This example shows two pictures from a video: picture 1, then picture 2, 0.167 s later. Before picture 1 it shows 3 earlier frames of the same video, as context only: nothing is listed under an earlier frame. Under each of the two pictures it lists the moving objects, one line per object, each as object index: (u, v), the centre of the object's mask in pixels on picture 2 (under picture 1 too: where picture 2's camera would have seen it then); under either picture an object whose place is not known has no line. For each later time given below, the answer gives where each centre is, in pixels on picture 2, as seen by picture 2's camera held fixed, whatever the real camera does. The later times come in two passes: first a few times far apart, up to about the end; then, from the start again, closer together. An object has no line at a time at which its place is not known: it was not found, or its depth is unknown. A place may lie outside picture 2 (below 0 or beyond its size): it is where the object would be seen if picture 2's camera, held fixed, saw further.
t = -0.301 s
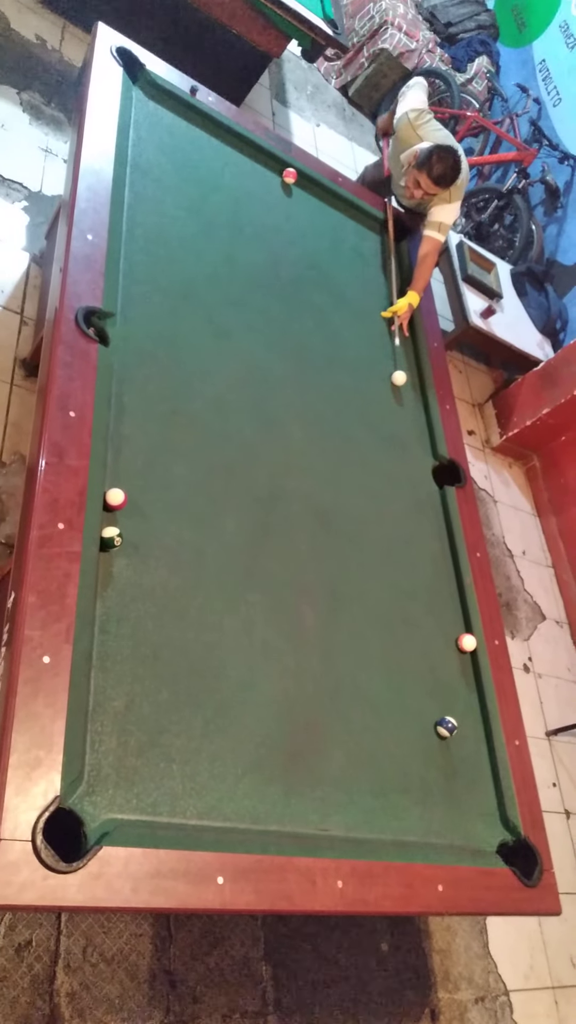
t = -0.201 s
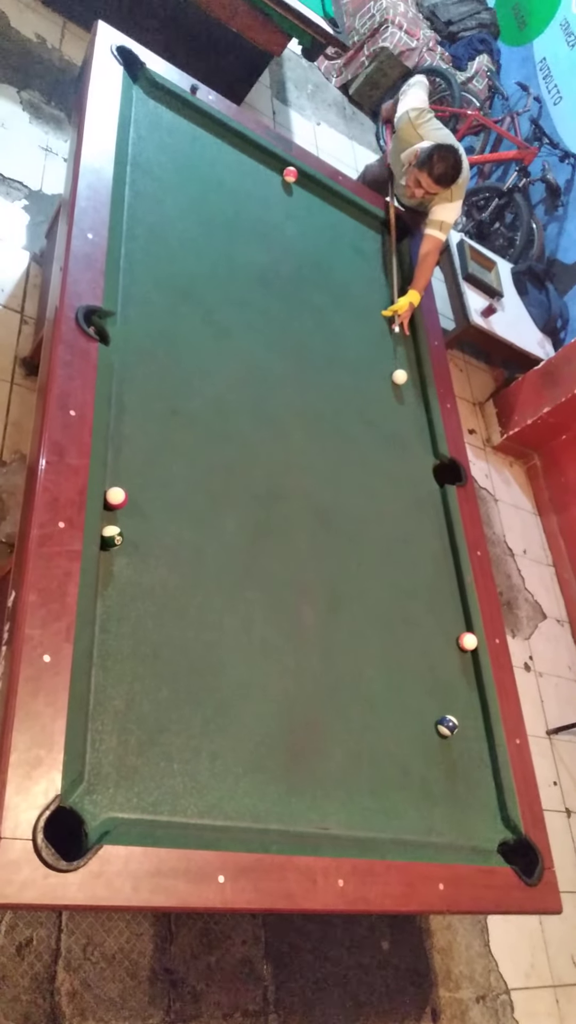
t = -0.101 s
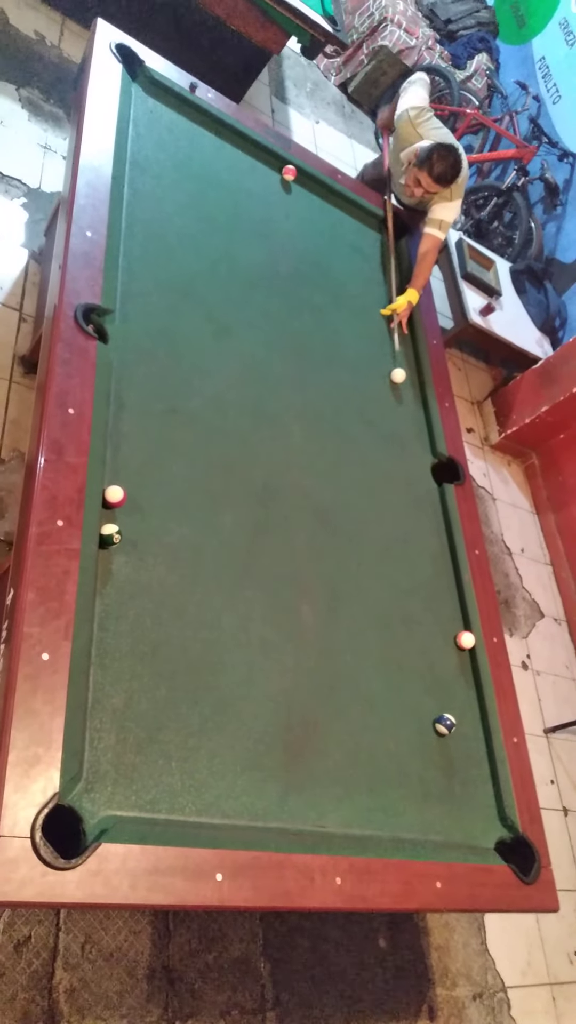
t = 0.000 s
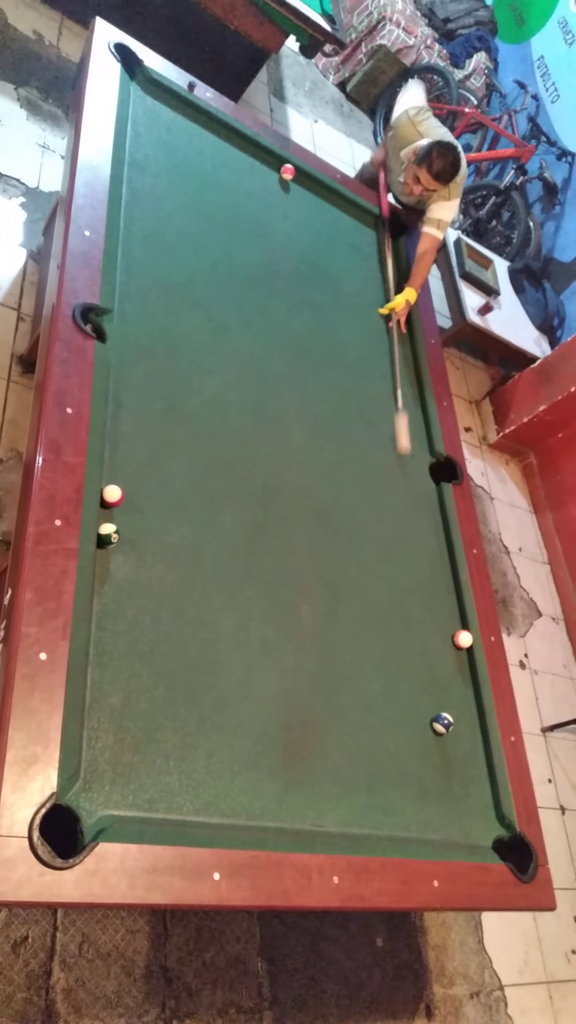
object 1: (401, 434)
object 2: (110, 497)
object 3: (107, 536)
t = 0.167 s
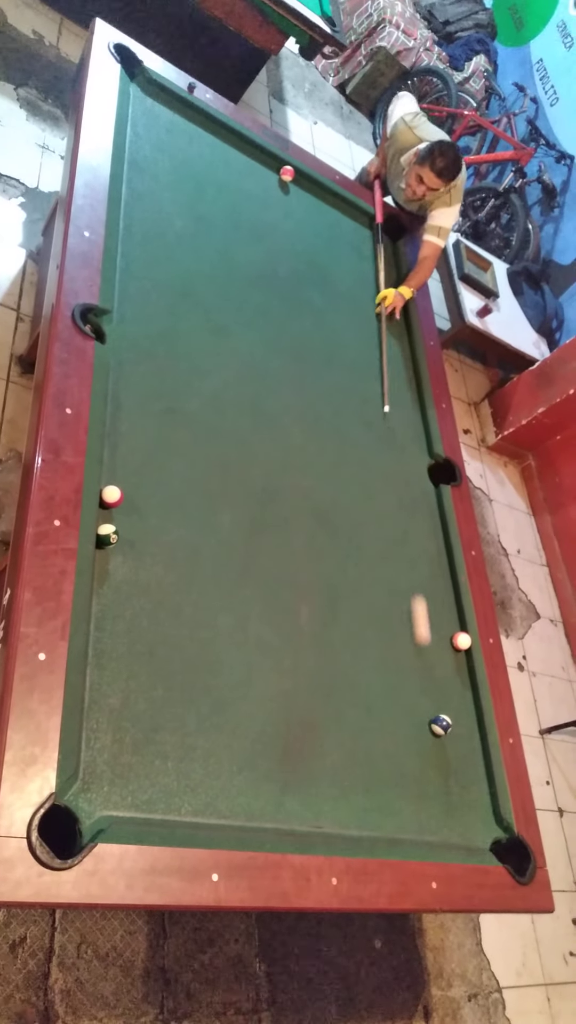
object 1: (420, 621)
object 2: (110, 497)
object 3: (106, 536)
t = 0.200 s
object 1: (425, 662)
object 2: (110, 497)
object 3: (107, 536)
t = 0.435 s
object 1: (354, 803)
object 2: (110, 497)
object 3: (107, 536)
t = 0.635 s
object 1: (292, 692)
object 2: (110, 497)
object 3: (107, 536)
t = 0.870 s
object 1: (225, 573)
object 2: (110, 497)
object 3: (106, 536)
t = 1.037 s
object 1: (180, 494)
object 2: (110, 497)
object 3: (106, 536)
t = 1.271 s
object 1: (120, 388)
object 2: (110, 497)
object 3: (107, 536)
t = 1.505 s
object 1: (142, 331)
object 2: (110, 497)
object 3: (107, 536)
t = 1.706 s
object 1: (164, 291)
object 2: (110, 497)
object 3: (107, 536)
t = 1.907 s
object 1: (184, 256)
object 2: (110, 497)
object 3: (107, 536)
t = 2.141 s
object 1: (204, 221)
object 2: (110, 497)
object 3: (107, 536)
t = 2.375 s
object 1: (221, 190)
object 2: (110, 497)
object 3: (106, 536)
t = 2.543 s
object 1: (232, 170)
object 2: (109, 494)
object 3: (109, 539)
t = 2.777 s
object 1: (246, 146)
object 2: (111, 485)
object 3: (112, 543)
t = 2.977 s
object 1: (262, 166)
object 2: (113, 481)
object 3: (115, 545)
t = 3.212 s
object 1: (281, 193)
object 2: (116, 476)
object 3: (117, 546)
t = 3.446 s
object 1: (299, 219)
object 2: (119, 473)
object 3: (122, 546)
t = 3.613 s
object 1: (311, 237)
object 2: (120, 472)
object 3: (122, 547)
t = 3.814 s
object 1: (326, 257)
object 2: (123, 471)
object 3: (122, 547)
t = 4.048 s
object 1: (342, 281)
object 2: (123, 470)
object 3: (122, 547)
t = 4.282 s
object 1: (357, 302)
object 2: (124, 469)
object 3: (122, 547)
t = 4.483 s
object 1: (370, 320)
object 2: (123, 470)
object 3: (122, 547)
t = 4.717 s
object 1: (384, 341)
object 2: (124, 470)
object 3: (123, 547)
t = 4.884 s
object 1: (392, 353)
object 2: (123, 470)
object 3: (122, 547)
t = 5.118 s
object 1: (405, 369)
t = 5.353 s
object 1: (414, 384)
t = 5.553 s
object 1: (411, 387)
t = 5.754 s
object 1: (407, 389)
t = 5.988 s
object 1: (405, 393)
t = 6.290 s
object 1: (401, 394)
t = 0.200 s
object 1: (425, 662)
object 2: (110, 497)
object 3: (107, 536)
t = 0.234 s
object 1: (428, 700)
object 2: (110, 497)
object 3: (107, 536)
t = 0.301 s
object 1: (404, 751)
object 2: (110, 497)
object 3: (106, 536)
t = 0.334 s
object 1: (391, 777)
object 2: (110, 497)
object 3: (106, 536)
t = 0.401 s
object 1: (365, 823)
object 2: (110, 497)
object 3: (106, 536)
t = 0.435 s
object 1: (354, 803)
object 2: (110, 497)
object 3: (107, 536)
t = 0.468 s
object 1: (343, 783)
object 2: (110, 497)
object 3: (107, 536)
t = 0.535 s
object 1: (322, 746)
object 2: (110, 497)
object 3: (107, 536)
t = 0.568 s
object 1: (311, 728)
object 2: (110, 497)
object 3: (106, 536)
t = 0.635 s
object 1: (292, 692)
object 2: (110, 497)
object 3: (107, 536)
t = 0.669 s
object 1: (282, 674)
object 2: (110, 497)
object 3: (106, 536)
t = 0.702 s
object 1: (272, 657)
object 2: (110, 497)
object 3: (106, 536)
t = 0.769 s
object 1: (253, 623)
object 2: (110, 497)
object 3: (106, 536)
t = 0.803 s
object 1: (244, 606)
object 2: (110, 497)
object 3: (107, 536)
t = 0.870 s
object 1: (225, 573)
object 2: (110, 497)
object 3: (106, 536)
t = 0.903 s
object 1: (216, 557)
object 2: (110, 497)
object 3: (106, 536)
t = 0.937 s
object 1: (207, 541)
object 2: (110, 497)
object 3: (106, 536)
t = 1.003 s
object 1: (189, 509)
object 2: (110, 497)
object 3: (107, 536)
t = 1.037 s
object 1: (180, 494)
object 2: (110, 497)
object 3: (106, 536)
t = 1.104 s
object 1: (162, 463)
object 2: (110, 497)
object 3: (107, 536)
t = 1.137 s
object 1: (153, 448)
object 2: (110, 497)
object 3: (107, 536)
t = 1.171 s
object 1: (145, 433)
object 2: (110, 497)
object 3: (107, 536)
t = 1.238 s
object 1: (128, 403)
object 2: (110, 497)
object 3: (107, 536)
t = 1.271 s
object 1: (120, 388)
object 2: (110, 497)
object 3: (107, 536)
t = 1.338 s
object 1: (122, 367)
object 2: (110, 497)
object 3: (107, 536)
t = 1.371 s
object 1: (126, 360)
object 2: (110, 497)
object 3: (107, 536)
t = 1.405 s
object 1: (130, 352)
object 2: (110, 497)
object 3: (107, 536)
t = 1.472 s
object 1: (138, 338)
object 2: (110, 497)
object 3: (107, 536)
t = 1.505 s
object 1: (142, 331)
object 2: (110, 497)
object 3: (107, 536)
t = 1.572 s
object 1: (150, 317)
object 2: (110, 497)
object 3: (107, 536)
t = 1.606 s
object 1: (153, 310)
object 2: (110, 497)
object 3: (107, 536)
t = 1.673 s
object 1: (161, 297)
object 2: (110, 497)
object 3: (107, 536)
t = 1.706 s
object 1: (164, 291)
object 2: (110, 497)
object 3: (107, 536)
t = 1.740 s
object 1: (168, 285)
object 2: (110, 497)
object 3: (107, 536)
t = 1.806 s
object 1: (174, 273)
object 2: (110, 497)
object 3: (107, 536)
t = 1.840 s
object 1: (177, 267)
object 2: (110, 497)
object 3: (107, 536)
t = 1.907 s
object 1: (184, 256)
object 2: (110, 497)
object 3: (107, 536)
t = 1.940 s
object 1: (187, 251)
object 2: (110, 497)
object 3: (107, 536)
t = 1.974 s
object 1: (190, 245)
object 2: (110, 497)
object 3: (107, 536)
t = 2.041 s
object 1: (195, 235)
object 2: (110, 497)
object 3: (107, 536)
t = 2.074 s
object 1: (198, 230)
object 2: (110, 497)
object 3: (107, 536)
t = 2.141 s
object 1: (204, 221)
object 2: (110, 497)
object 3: (107, 536)
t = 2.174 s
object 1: (206, 216)
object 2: (110, 497)
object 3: (107, 536)
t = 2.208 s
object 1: (209, 211)
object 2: (110, 497)
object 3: (107, 536)
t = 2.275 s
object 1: (213, 203)
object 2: (110, 497)
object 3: (107, 536)
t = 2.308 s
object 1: (216, 198)
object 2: (110, 497)
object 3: (107, 536)
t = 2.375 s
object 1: (221, 190)
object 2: (110, 497)
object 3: (106, 536)
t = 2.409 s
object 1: (223, 186)
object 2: (110, 497)
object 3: (107, 536)
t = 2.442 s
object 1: (225, 182)
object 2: (110, 497)
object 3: (107, 537)
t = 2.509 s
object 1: (229, 174)
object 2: (110, 496)
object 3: (108, 538)
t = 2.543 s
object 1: (232, 170)
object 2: (109, 494)
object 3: (109, 539)
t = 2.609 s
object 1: (236, 163)
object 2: (109, 491)
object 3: (110, 540)
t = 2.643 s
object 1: (238, 159)
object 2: (109, 489)
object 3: (110, 540)
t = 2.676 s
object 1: (240, 156)
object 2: (110, 488)
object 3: (111, 541)
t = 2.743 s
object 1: (244, 148)
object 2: (111, 486)
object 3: (112, 542)
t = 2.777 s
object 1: (246, 146)
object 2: (111, 485)
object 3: (112, 543)
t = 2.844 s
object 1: (251, 150)
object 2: (112, 484)
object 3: (113, 543)
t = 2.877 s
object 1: (254, 154)
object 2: (112, 483)
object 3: (114, 544)
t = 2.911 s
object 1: (256, 158)
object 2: (113, 482)
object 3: (114, 544)
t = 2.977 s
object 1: (262, 166)
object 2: (113, 481)
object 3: (115, 545)
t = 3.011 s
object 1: (265, 170)
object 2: (114, 480)
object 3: (116, 545)
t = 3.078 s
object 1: (270, 178)
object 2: (114, 478)
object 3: (116, 546)
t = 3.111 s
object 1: (273, 181)
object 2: (115, 478)
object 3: (116, 546)
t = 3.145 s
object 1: (276, 185)
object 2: (115, 478)
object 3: (117, 546)
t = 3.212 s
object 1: (281, 193)
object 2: (116, 476)
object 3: (117, 546)
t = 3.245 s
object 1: (284, 196)
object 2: (116, 476)
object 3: (121, 546)
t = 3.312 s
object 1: (289, 204)
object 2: (117, 475)
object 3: (118, 547)
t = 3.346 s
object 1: (291, 208)
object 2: (117, 475)
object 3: (118, 547)
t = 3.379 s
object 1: (294, 212)
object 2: (118, 474)
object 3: (118, 547)
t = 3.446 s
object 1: (299, 219)
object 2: (119, 473)
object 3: (122, 546)
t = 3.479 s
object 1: (301, 223)
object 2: (119, 473)
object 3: (122, 546)
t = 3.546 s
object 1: (306, 230)
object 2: (120, 472)
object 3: (122, 546)
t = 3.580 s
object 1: (309, 233)
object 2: (120, 472)
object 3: (122, 546)
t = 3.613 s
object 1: (311, 237)
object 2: (120, 472)
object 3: (122, 547)
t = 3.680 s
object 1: (316, 244)
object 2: (121, 471)
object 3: (122, 547)
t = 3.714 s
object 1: (319, 247)
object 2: (122, 471)
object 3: (122, 547)
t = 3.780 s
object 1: (323, 254)
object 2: (122, 471)
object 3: (122, 547)
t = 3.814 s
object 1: (326, 257)
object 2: (123, 471)
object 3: (122, 547)
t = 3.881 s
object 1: (331, 264)
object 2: (123, 471)
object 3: (122, 547)
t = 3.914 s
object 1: (333, 268)
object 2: (123, 471)
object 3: (122, 547)
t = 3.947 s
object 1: (335, 270)
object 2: (123, 470)
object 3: (122, 547)
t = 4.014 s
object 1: (340, 278)
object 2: (124, 470)
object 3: (122, 547)
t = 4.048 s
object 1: (342, 281)
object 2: (123, 470)
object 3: (122, 547)
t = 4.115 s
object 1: (347, 287)
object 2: (124, 470)
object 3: (122, 547)
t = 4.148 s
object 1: (349, 290)
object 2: (124, 469)
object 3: (122, 547)
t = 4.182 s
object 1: (351, 293)
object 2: (124, 469)
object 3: (122, 547)
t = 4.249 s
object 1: (355, 299)
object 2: (124, 469)
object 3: (122, 547)
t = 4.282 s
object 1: (357, 302)
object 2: (124, 469)
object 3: (122, 547)
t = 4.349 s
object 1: (362, 308)
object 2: (124, 469)
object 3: (122, 547)
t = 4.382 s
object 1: (364, 311)
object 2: (124, 470)
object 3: (122, 547)
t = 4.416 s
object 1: (366, 314)
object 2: (123, 470)
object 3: (122, 547)
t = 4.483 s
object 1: (370, 320)
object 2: (123, 470)
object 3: (122, 547)
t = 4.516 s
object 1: (372, 322)
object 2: (123, 470)
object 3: (122, 547)
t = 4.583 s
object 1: (376, 328)
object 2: (124, 469)
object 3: (122, 547)
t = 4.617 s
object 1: (378, 331)
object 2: (124, 469)
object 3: (122, 546)
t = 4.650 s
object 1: (380, 334)
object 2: (124, 470)
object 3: (122, 547)
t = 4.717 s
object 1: (384, 341)
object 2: (124, 470)
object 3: (123, 547)
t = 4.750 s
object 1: (385, 342)
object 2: (124, 470)
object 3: (122, 547)
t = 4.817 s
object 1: (389, 347)
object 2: (124, 469)
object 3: (122, 547)
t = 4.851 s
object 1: (391, 350)
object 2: (124, 470)
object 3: (122, 547)
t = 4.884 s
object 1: (392, 353)
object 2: (123, 470)
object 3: (122, 547)
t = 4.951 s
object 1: (396, 357)
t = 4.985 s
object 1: (398, 360)
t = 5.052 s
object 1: (402, 365)
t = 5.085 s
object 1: (403, 367)
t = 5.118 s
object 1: (405, 369)
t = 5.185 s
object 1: (409, 375)
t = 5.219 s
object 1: (410, 377)
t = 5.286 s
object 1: (414, 382)
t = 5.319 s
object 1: (414, 384)
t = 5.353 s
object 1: (414, 384)
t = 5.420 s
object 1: (412, 384)
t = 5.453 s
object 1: (412, 385)
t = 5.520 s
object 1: (411, 386)
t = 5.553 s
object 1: (411, 387)
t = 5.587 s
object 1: (411, 388)
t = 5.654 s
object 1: (409, 389)
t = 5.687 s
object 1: (409, 389)
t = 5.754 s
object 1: (407, 389)
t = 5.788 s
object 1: (407, 389)
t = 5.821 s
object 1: (407, 390)
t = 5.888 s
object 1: (406, 391)
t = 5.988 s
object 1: (405, 393)
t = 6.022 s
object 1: (405, 393)
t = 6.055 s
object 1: (404, 392)
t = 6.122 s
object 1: (404, 394)
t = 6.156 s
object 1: (402, 394)
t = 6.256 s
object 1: (402, 394)
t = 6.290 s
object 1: (401, 394)
